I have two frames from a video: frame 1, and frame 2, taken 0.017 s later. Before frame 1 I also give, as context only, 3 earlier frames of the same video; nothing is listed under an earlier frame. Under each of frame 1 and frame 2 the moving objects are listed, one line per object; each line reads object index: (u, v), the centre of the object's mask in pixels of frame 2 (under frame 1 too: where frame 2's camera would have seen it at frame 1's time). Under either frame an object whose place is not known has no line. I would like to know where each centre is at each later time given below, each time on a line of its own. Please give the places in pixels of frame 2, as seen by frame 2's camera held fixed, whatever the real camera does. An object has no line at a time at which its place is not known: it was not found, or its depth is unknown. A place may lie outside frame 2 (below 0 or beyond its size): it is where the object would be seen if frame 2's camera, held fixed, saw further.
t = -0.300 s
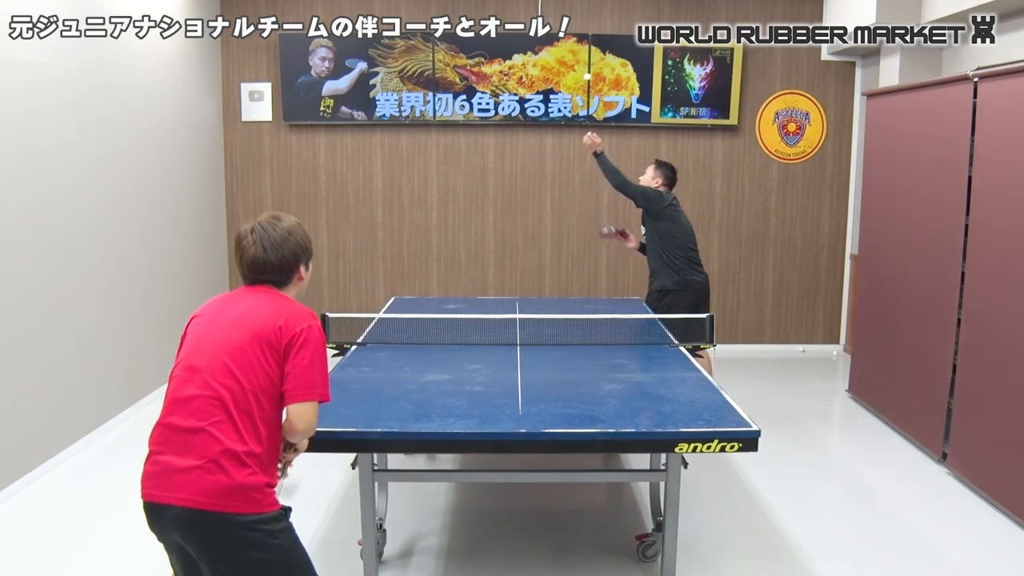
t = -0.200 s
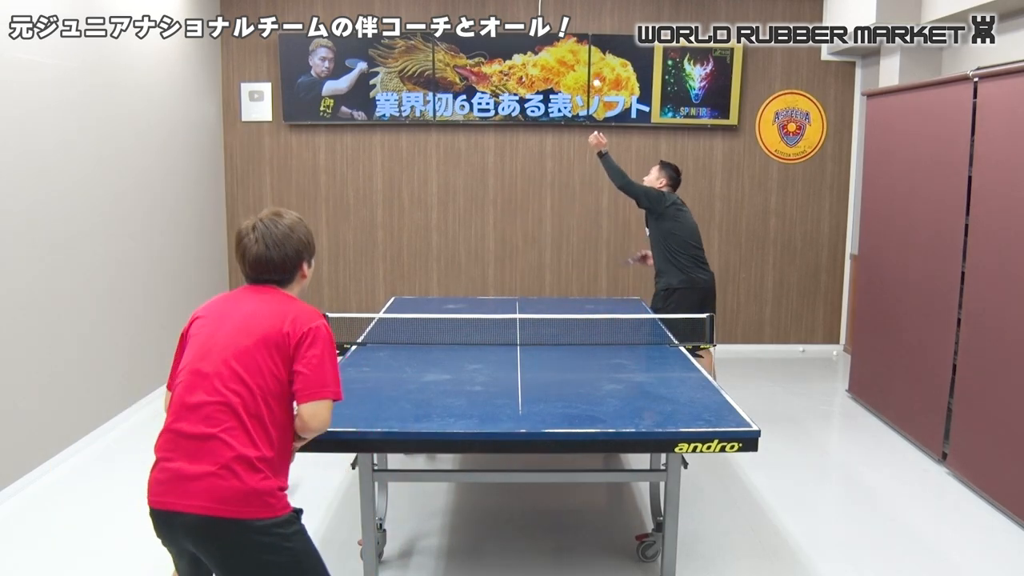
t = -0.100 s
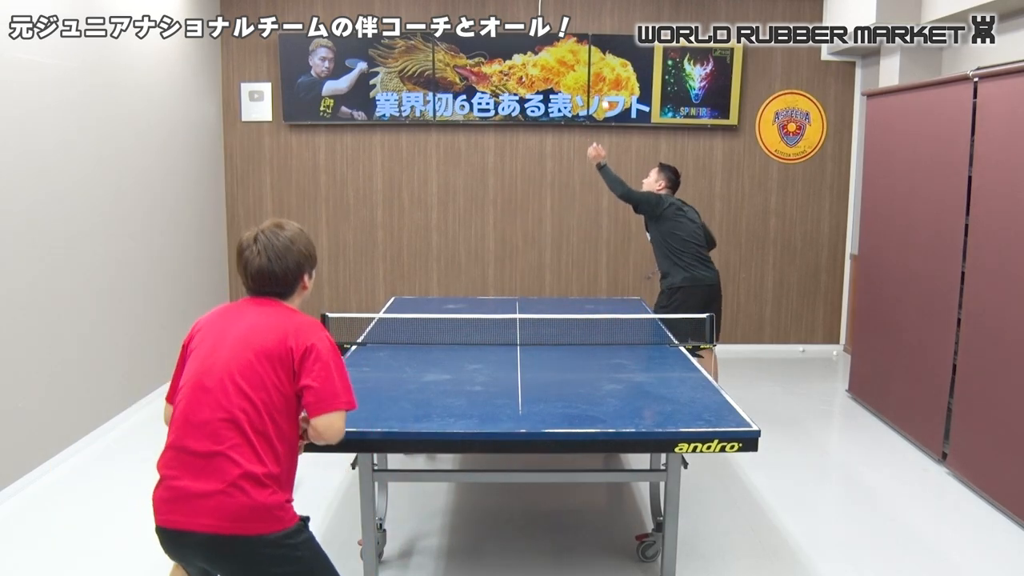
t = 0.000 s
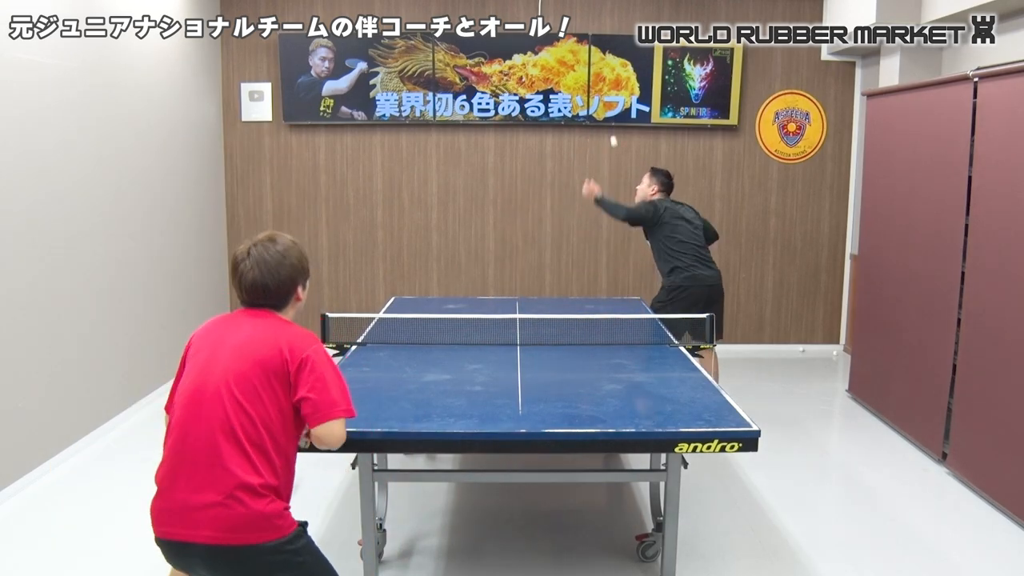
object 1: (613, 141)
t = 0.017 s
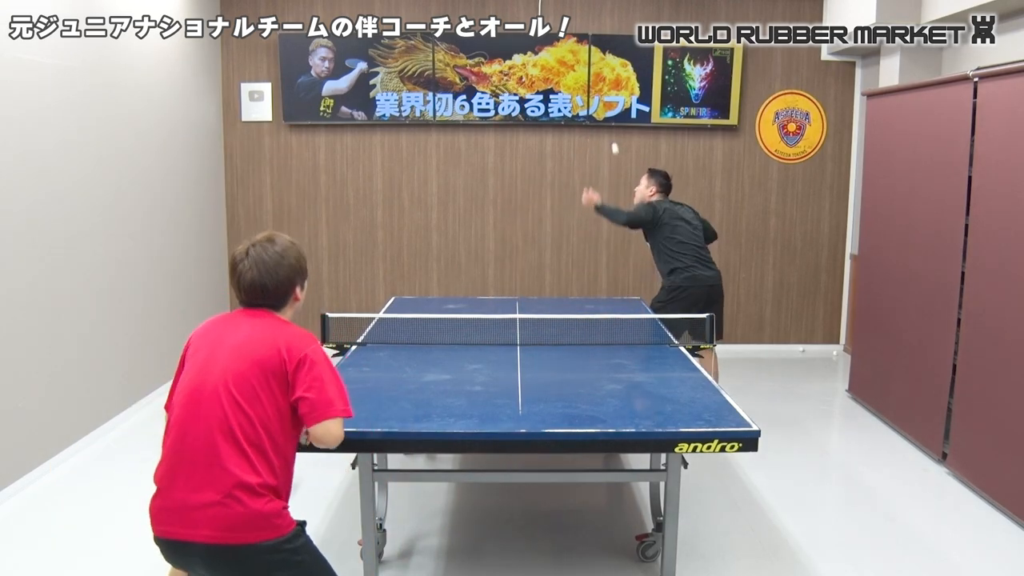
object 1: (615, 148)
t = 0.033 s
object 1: (616, 156)
